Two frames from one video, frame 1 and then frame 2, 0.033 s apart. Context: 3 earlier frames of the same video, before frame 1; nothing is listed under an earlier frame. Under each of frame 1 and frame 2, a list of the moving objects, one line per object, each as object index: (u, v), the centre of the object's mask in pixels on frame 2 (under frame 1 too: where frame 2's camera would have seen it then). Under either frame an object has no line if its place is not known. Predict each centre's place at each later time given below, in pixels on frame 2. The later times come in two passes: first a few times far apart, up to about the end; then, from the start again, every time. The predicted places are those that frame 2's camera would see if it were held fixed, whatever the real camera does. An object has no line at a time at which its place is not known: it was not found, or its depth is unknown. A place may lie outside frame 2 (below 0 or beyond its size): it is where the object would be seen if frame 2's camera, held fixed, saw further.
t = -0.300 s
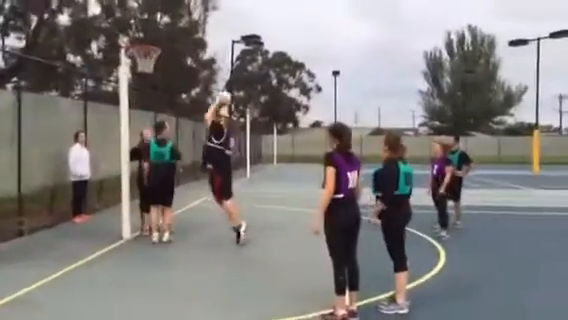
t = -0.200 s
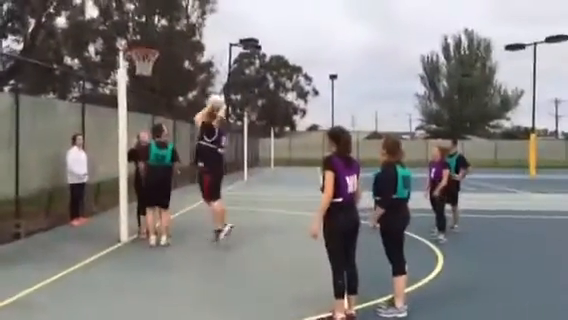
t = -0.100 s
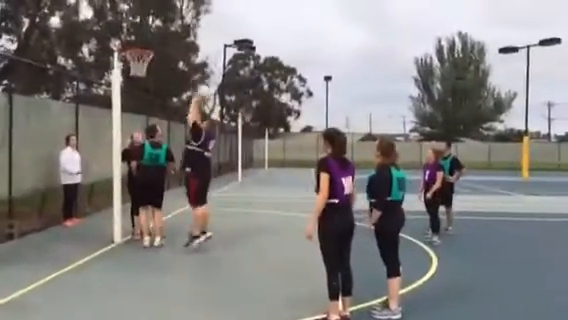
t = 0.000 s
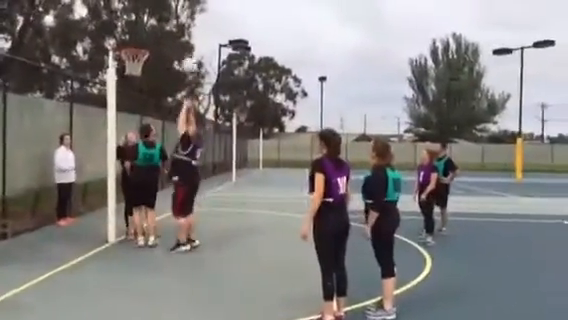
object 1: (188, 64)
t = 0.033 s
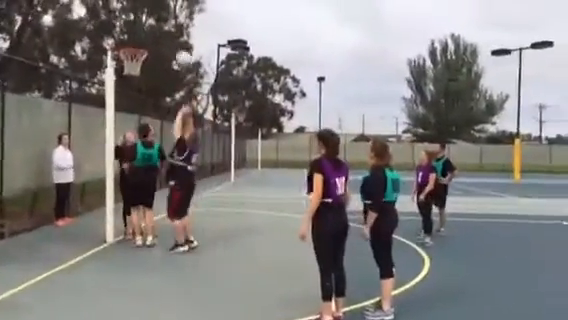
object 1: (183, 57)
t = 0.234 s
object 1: (161, 28)
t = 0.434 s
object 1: (137, 22)
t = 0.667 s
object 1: (111, 46)
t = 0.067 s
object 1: (179, 51)
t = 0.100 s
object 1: (176, 45)
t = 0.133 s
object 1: (172, 39)
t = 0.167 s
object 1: (169, 34)
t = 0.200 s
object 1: (165, 31)
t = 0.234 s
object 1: (161, 28)
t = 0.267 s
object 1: (156, 25)
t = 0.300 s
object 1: (152, 23)
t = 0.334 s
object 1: (149, 22)
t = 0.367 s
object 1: (146, 22)
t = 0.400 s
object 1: (143, 21)
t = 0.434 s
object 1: (137, 22)
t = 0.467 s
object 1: (134, 24)
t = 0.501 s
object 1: (130, 26)
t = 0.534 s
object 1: (123, 30)
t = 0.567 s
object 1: (121, 32)
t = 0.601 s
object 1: (119, 36)
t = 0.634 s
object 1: (114, 41)
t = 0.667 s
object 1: (111, 46)
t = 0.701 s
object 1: (106, 52)
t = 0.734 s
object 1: (103, 59)
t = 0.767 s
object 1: (99, 67)
